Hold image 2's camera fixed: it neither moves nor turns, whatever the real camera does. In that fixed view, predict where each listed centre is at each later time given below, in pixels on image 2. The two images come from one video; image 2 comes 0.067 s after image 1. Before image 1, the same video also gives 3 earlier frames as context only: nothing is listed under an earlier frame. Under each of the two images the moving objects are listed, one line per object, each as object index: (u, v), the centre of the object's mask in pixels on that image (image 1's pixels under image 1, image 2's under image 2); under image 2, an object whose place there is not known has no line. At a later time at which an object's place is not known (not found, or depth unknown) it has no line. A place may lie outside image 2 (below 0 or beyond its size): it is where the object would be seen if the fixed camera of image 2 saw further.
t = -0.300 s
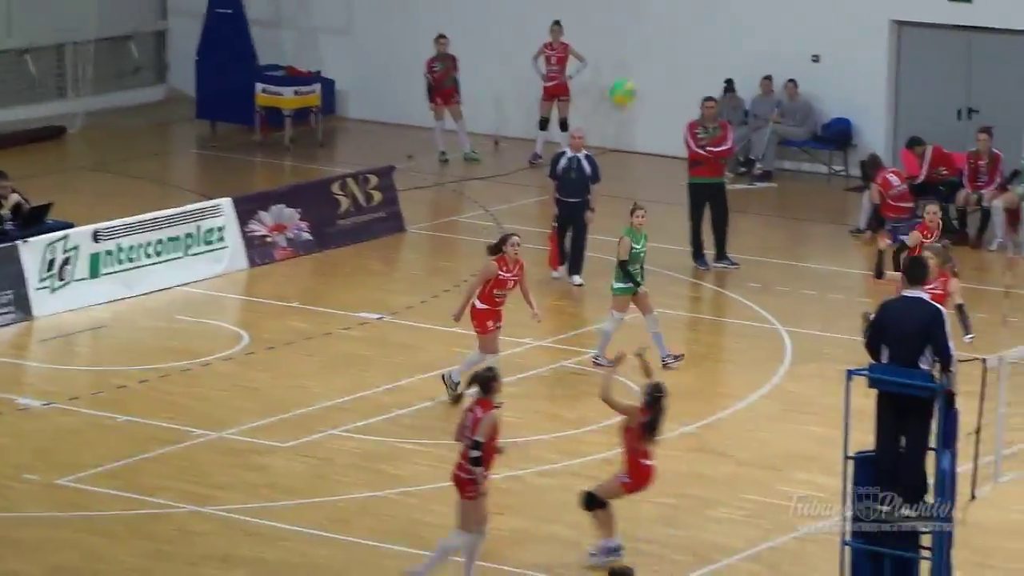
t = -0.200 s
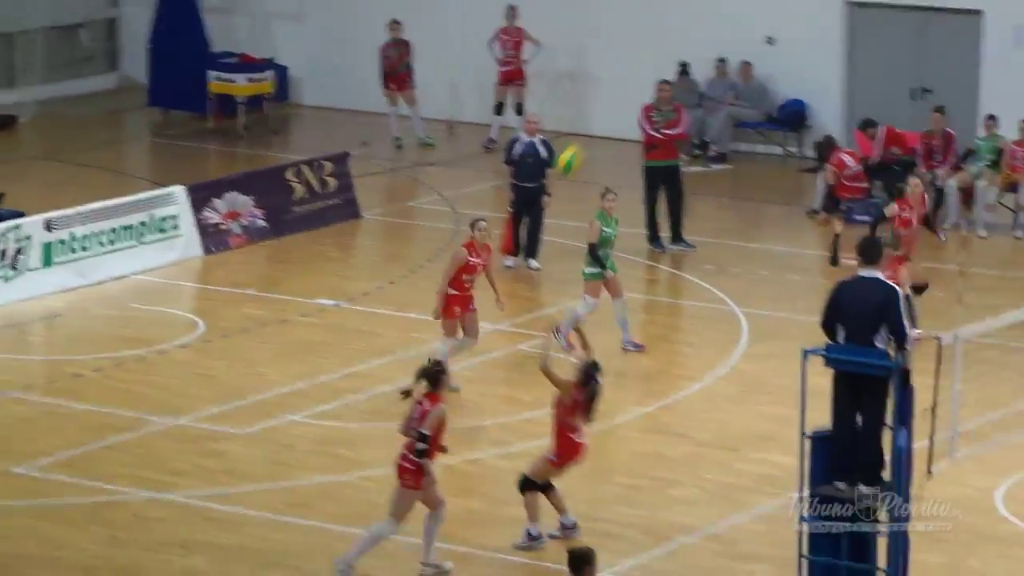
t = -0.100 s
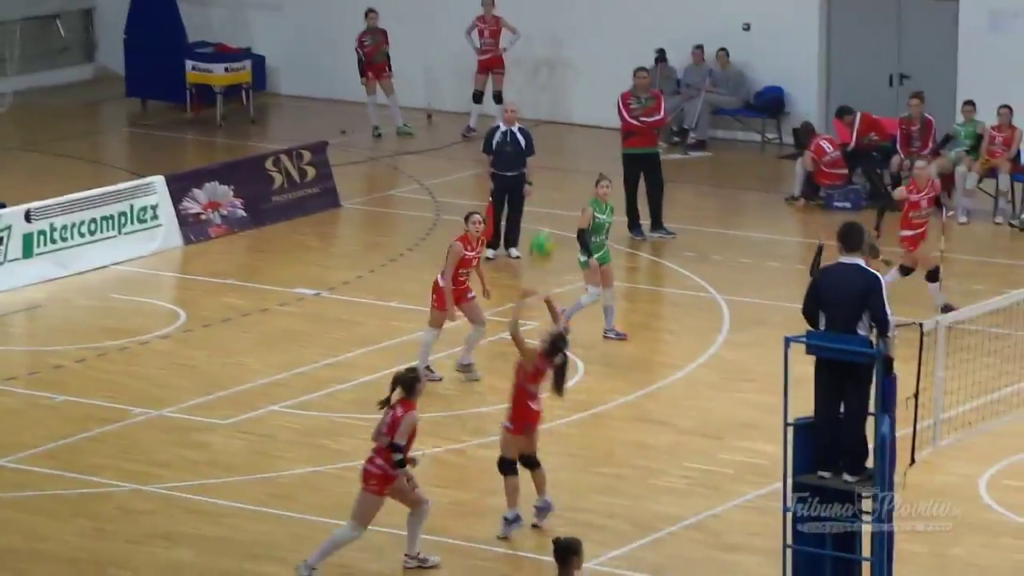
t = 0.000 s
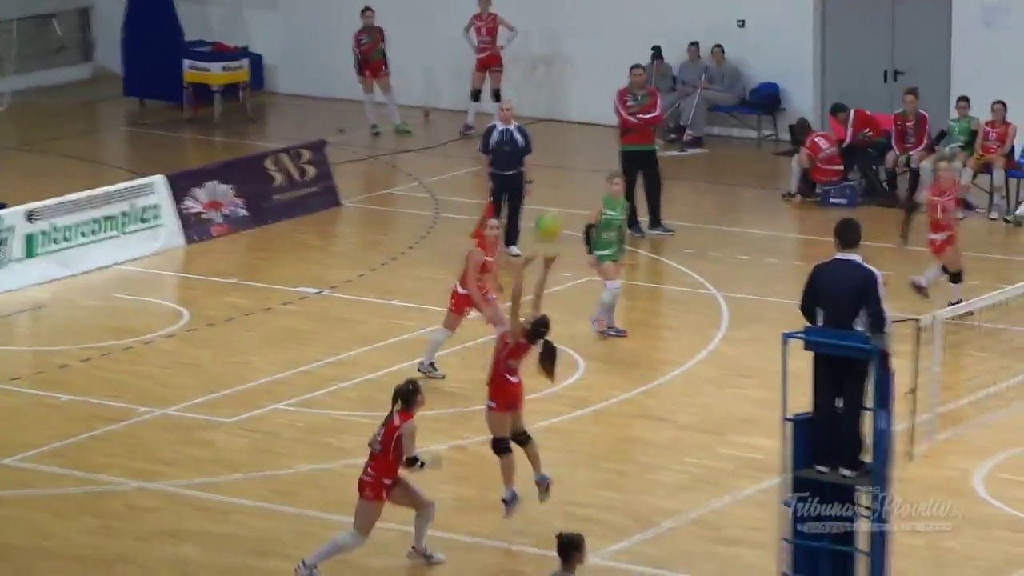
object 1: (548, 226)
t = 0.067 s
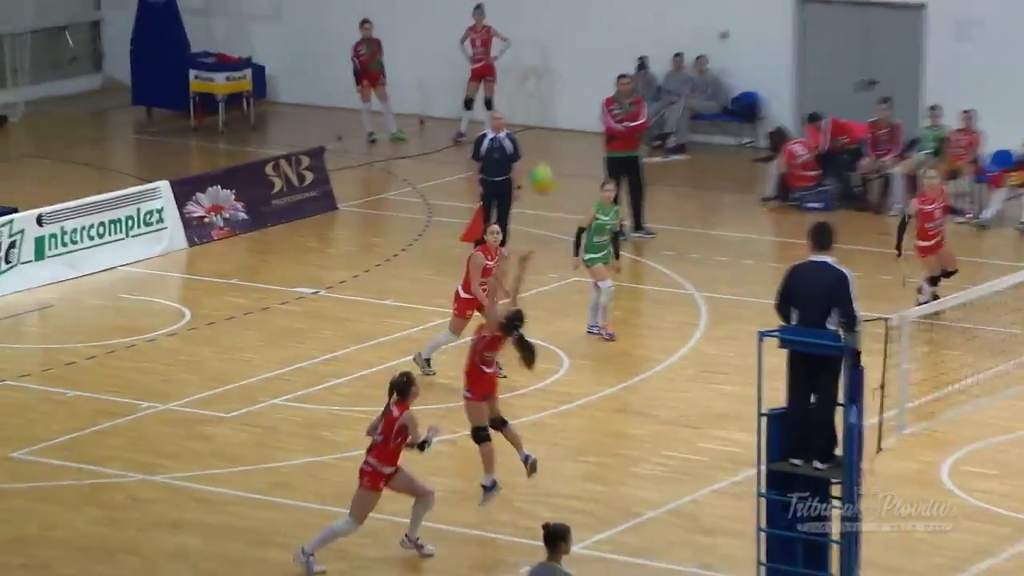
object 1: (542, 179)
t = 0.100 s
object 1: (547, 155)
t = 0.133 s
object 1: (549, 134)
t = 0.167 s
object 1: (551, 112)
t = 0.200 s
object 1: (554, 95)
